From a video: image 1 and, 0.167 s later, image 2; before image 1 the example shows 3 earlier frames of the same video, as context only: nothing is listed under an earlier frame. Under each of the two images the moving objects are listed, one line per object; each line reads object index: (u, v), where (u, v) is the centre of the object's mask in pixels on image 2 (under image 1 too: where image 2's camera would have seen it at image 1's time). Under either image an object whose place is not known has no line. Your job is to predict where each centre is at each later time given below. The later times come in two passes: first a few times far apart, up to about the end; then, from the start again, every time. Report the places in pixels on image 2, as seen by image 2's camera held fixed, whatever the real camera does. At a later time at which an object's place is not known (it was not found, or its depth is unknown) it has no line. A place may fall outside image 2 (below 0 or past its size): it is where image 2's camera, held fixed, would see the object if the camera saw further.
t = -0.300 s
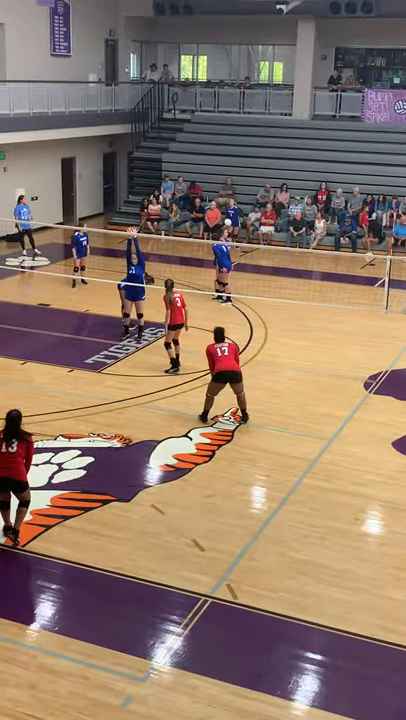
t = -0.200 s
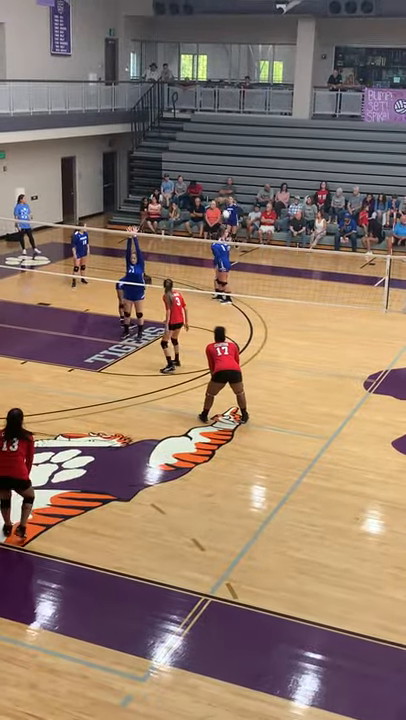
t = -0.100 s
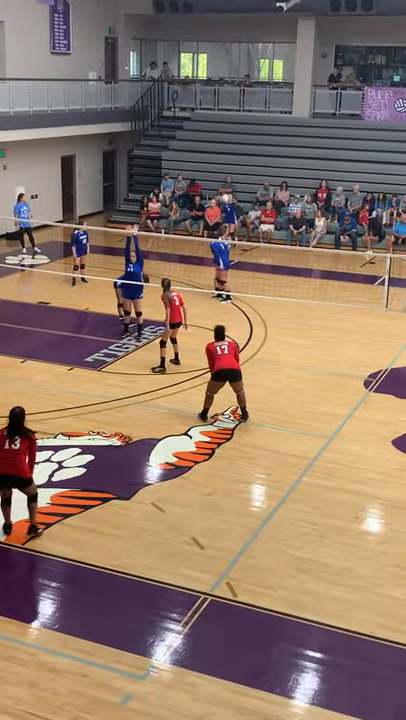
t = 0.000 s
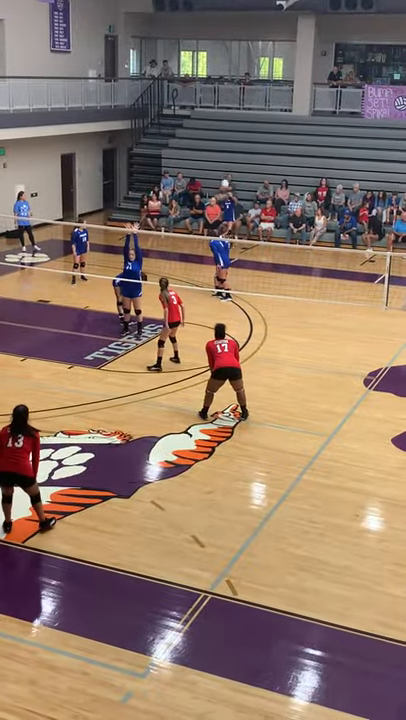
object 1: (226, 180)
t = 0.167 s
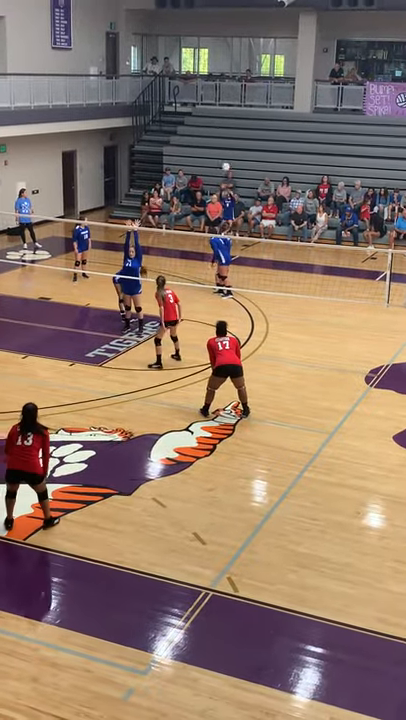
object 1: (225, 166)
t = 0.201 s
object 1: (225, 164)
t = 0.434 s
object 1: (224, 164)
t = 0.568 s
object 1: (223, 172)
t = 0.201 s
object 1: (225, 164)
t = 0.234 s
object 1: (225, 164)
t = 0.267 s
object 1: (225, 163)
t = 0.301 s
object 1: (225, 163)
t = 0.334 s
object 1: (225, 162)
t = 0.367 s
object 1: (225, 163)
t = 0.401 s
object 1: (224, 163)
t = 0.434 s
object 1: (224, 164)
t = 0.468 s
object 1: (224, 165)
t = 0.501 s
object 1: (224, 167)
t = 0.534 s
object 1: (224, 169)
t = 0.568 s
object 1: (223, 172)
